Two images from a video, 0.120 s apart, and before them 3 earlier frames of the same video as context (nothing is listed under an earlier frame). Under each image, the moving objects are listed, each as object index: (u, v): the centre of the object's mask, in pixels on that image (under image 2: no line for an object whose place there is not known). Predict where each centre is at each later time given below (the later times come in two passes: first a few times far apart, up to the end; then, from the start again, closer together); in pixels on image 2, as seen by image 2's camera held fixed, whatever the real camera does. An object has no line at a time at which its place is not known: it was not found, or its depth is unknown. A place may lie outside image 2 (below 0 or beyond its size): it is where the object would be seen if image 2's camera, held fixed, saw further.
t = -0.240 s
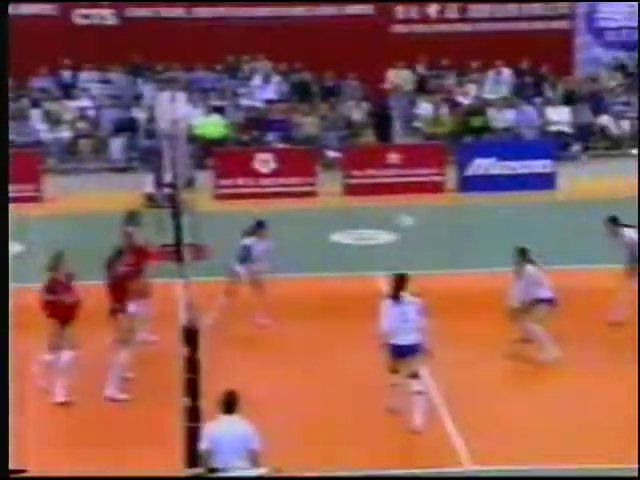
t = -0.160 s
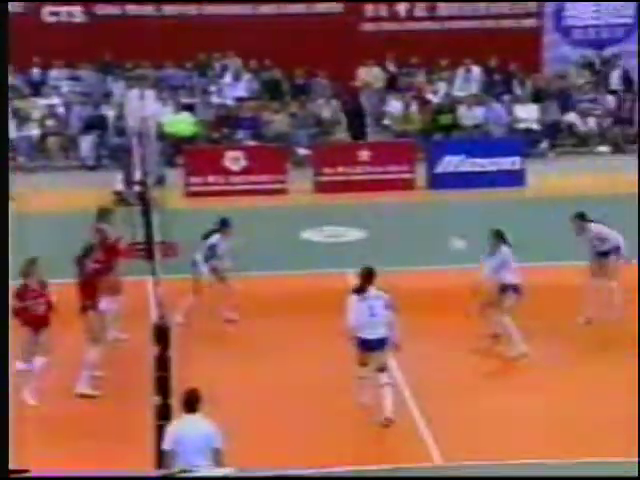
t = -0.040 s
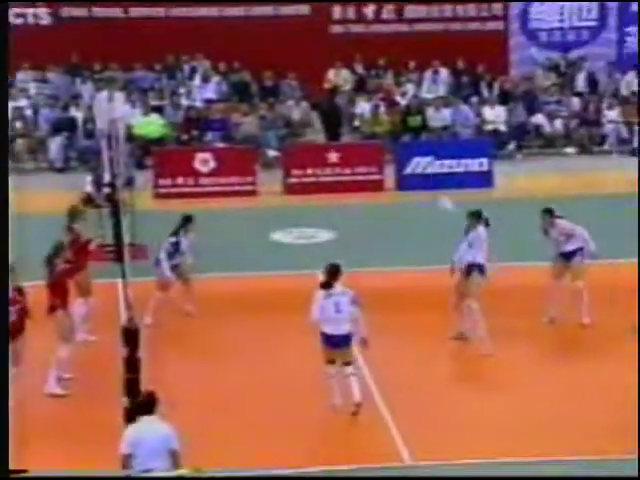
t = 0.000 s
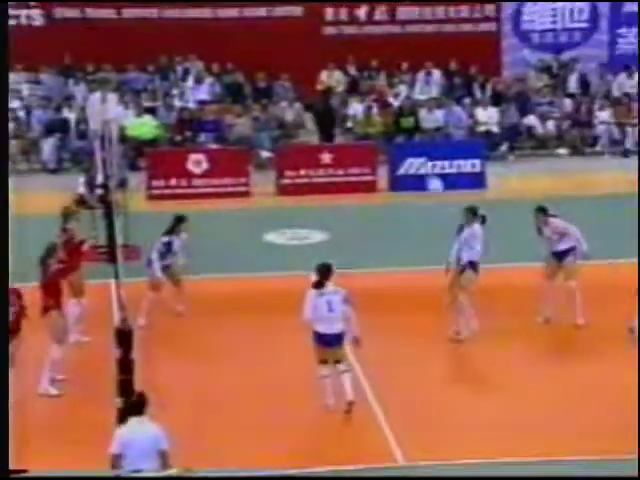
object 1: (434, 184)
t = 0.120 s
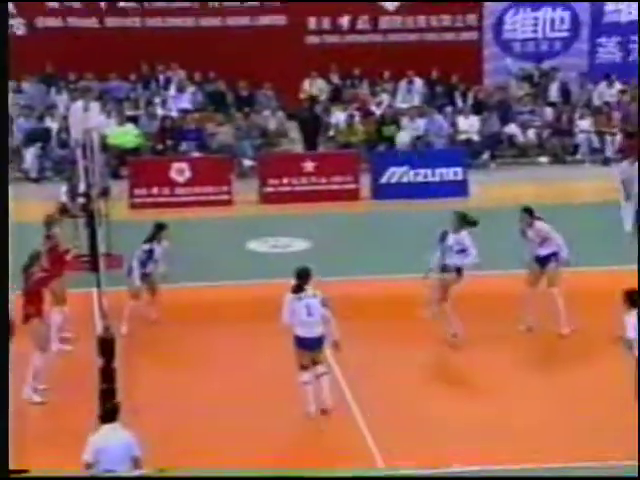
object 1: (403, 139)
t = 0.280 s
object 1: (387, 81)
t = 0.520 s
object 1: (356, 29)
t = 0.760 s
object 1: (339, 32)
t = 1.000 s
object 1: (320, 72)
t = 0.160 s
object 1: (399, 121)
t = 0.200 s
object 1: (396, 109)
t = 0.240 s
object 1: (391, 95)
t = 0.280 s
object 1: (387, 81)
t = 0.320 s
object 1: (383, 71)
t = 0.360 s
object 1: (379, 62)
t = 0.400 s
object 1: (375, 54)
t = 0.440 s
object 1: (371, 47)
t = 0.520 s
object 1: (356, 29)
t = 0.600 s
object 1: (353, 28)
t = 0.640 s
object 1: (349, 28)
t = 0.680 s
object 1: (345, 28)
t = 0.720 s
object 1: (342, 30)
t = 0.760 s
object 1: (339, 32)
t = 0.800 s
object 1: (335, 37)
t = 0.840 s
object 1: (332, 42)
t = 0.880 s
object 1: (330, 48)
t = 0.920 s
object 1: (327, 55)
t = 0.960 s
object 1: (324, 64)
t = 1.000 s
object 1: (320, 72)
